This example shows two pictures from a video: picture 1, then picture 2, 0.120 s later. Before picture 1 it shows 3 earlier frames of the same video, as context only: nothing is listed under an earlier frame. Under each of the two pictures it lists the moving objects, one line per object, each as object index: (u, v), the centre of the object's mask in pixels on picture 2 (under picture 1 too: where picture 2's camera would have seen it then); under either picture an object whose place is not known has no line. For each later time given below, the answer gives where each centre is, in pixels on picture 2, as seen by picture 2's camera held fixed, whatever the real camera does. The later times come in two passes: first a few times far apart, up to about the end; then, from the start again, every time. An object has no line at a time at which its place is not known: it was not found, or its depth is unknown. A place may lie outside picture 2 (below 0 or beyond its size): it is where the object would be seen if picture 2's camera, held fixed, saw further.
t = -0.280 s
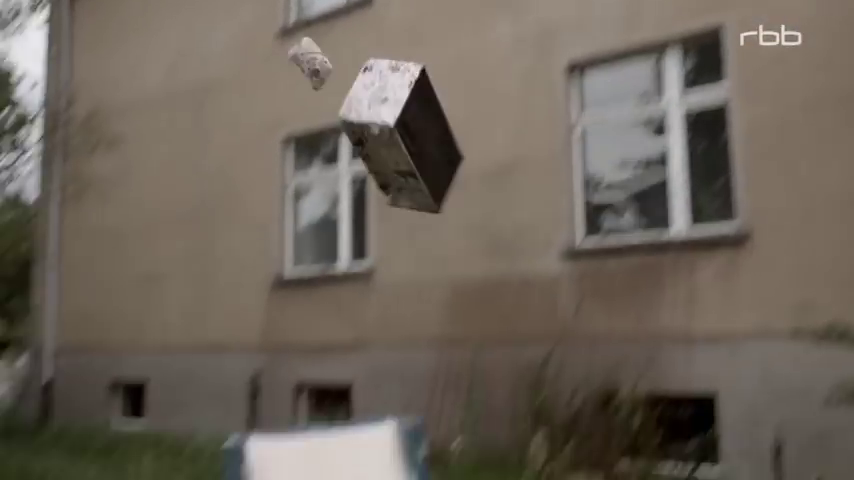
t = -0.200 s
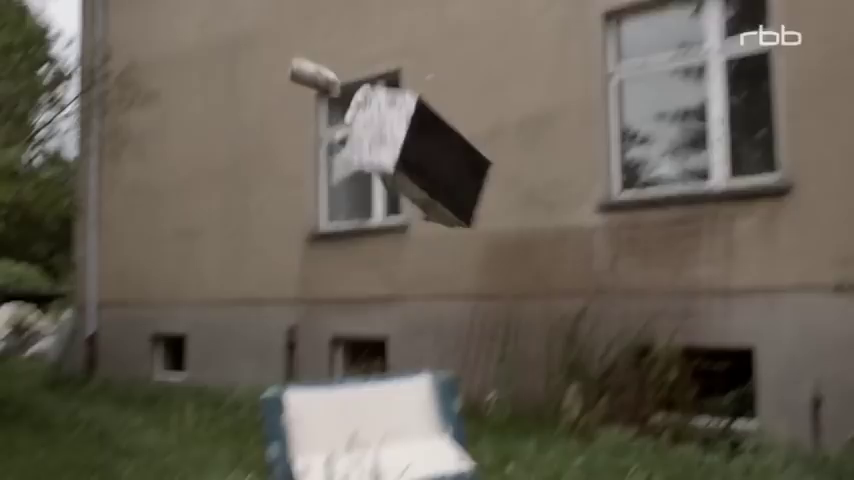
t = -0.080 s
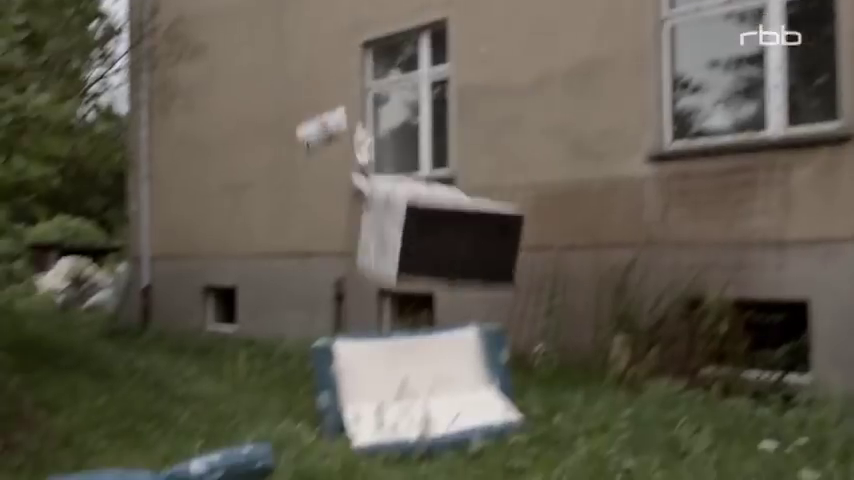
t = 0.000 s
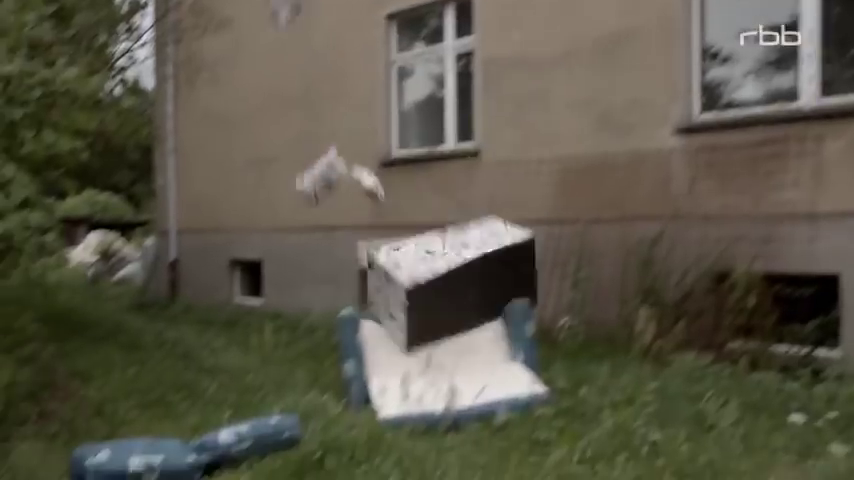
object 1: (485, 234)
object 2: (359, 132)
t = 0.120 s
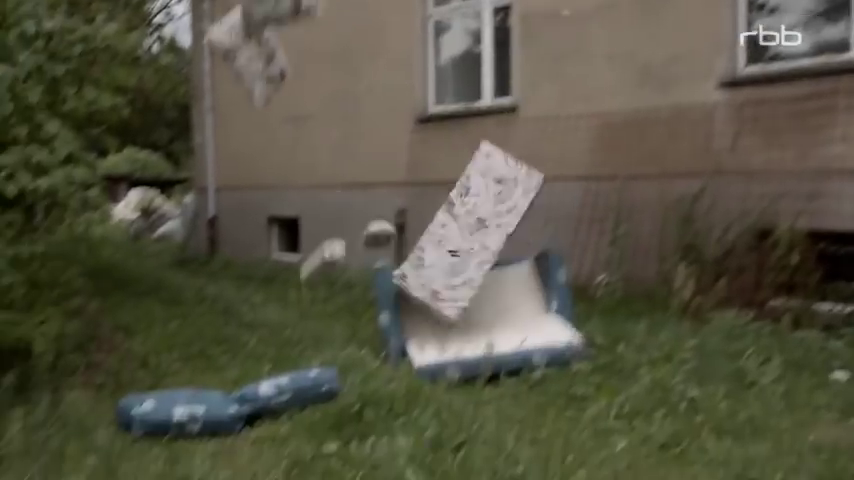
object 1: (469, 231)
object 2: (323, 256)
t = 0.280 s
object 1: (453, 255)
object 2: (284, 352)
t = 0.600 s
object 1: (416, 331)
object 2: (247, 344)
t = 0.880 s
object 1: (479, 332)
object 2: (207, 364)
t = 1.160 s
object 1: (531, 366)
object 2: (200, 358)
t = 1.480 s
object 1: (523, 370)
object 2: (210, 362)
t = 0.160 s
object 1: (465, 240)
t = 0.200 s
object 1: (460, 248)
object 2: (298, 339)
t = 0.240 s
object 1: (457, 250)
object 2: (288, 360)
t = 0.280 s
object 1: (453, 255)
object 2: (284, 352)
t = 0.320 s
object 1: (449, 262)
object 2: (279, 346)
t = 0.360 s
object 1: (444, 267)
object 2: (275, 339)
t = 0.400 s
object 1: (433, 275)
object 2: (270, 334)
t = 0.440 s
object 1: (425, 287)
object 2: (265, 333)
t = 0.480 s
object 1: (414, 301)
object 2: (260, 333)
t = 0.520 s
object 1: (411, 318)
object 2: (255, 334)
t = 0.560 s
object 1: (413, 330)
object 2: (251, 340)
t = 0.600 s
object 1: (416, 331)
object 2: (247, 344)
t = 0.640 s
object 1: (420, 326)
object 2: (242, 348)
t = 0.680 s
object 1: (425, 323)
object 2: (236, 348)
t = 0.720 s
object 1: (434, 321)
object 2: (230, 349)
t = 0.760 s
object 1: (445, 323)
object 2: (224, 351)
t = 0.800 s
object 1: (456, 324)
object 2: (217, 355)
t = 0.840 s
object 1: (469, 329)
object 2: (210, 361)
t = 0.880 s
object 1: (479, 332)
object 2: (207, 364)
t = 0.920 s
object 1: (493, 340)
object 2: (204, 363)
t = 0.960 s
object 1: (505, 349)
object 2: (203, 360)
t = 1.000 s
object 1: (516, 360)
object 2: (202, 358)
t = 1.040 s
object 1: (526, 365)
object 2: (201, 357)
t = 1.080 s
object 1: (531, 364)
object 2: (200, 357)
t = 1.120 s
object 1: (532, 364)
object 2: (200, 358)
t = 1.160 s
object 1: (531, 366)
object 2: (200, 358)
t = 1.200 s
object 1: (531, 368)
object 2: (201, 358)
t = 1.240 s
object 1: (530, 369)
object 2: (201, 359)
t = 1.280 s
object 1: (531, 370)
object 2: (202, 360)
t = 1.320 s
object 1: (530, 371)
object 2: (204, 362)
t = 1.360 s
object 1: (528, 372)
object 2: (207, 362)
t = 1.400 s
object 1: (526, 372)
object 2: (209, 363)
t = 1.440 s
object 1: (524, 370)
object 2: (210, 363)
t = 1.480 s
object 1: (523, 370)
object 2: (210, 362)
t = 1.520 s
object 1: (523, 370)
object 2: (210, 362)
